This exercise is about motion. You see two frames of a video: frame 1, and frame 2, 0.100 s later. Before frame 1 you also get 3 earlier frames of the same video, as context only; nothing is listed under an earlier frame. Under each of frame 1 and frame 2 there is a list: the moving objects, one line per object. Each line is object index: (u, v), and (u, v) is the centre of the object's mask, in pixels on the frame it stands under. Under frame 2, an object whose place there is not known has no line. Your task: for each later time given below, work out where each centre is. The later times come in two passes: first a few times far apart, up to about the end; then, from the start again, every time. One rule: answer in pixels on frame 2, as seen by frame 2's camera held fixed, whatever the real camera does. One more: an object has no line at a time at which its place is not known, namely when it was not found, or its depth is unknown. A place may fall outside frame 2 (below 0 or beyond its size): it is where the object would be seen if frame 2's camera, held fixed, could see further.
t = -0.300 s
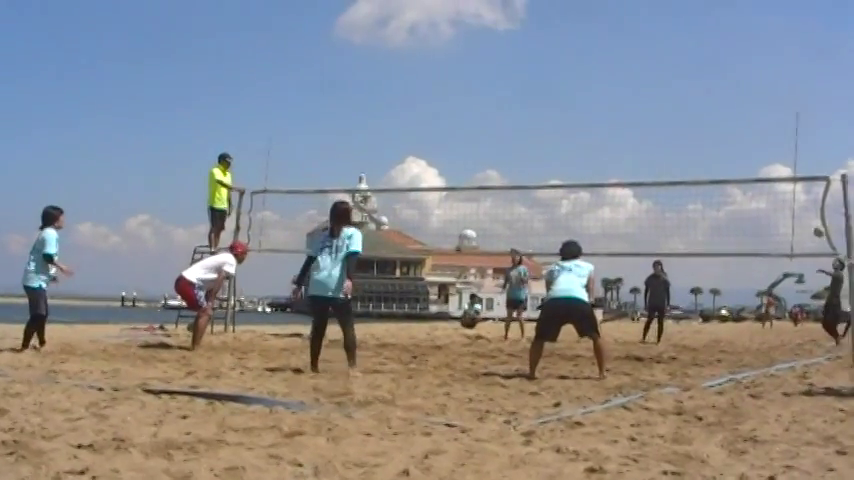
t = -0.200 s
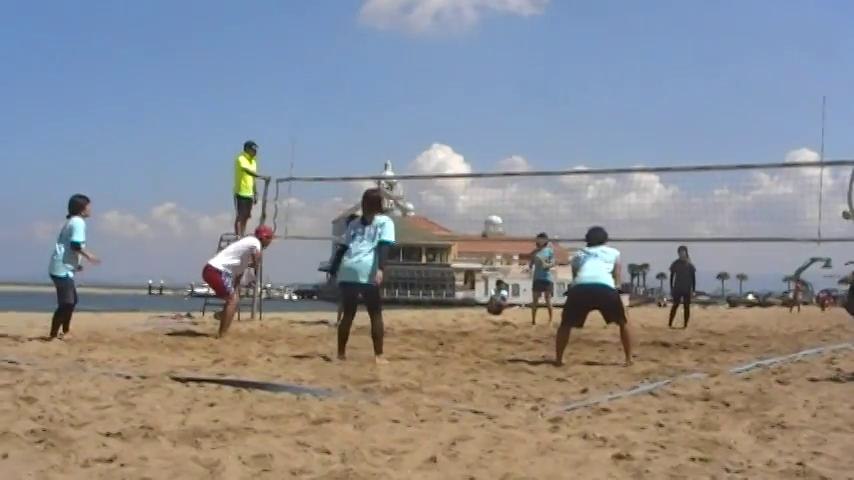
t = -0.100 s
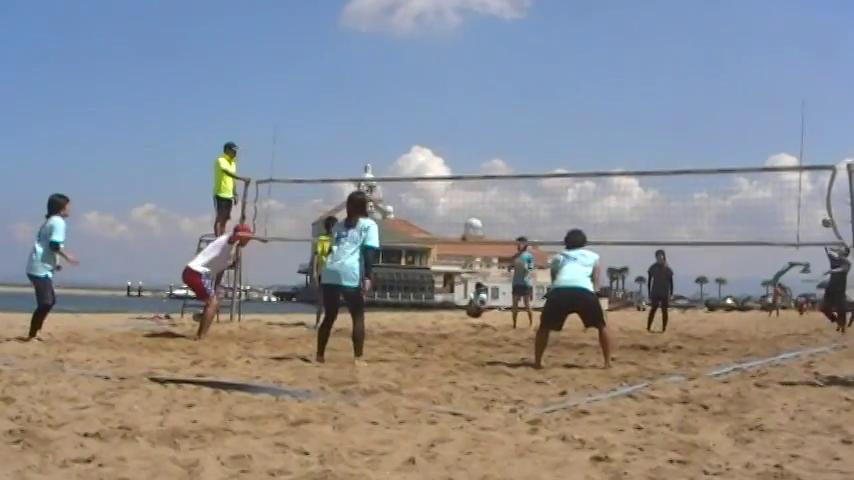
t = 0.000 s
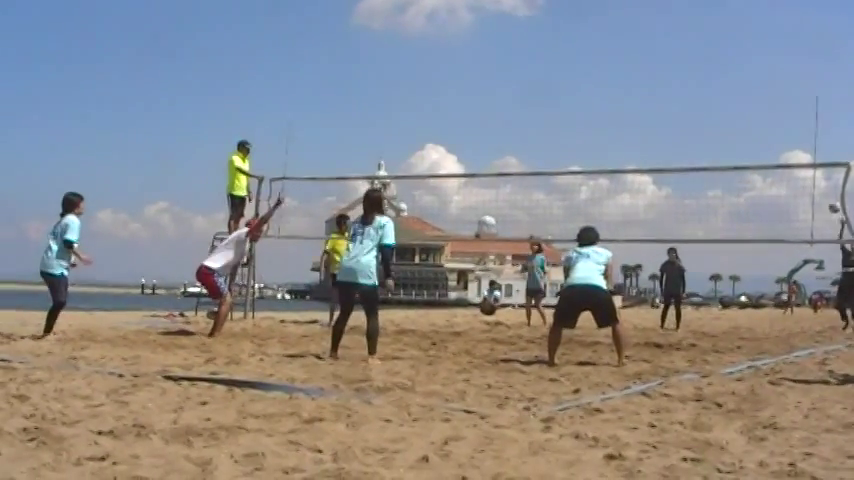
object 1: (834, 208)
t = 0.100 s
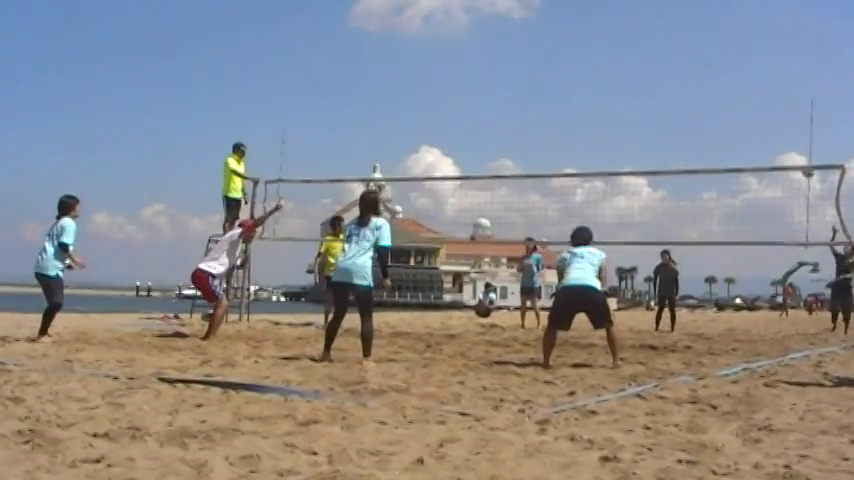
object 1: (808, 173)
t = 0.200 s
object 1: (786, 138)
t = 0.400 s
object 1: (741, 79)
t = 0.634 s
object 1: (690, 36)
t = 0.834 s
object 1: (648, 22)
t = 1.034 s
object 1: (600, 35)
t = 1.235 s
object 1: (547, 80)
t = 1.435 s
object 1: (490, 161)
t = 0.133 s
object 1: (800, 160)
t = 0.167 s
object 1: (793, 148)
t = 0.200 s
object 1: (786, 138)
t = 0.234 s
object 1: (778, 127)
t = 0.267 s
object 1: (770, 117)
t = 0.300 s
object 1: (763, 107)
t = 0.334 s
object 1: (755, 98)
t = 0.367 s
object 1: (748, 87)
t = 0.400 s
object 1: (741, 79)
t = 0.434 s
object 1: (733, 71)
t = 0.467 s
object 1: (726, 64)
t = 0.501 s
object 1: (718, 57)
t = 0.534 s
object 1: (710, 50)
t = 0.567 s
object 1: (704, 45)
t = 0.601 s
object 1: (697, 40)
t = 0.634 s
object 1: (690, 36)
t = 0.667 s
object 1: (683, 32)
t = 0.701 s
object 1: (676, 28)
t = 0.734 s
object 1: (669, 26)
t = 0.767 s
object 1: (662, 24)
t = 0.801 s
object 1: (655, 23)
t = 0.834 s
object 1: (648, 22)
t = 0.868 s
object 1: (640, 22)
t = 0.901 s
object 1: (632, 23)
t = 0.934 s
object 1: (624, 25)
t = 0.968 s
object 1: (616, 27)
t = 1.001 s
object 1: (608, 31)
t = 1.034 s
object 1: (600, 35)
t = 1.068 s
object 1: (592, 41)
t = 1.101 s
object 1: (583, 46)
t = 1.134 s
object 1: (575, 54)
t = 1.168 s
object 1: (566, 62)
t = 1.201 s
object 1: (556, 71)
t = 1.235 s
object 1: (547, 80)
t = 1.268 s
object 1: (538, 91)
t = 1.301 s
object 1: (528, 102)
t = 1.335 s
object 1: (518, 116)
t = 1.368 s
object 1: (509, 130)
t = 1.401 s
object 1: (499, 145)
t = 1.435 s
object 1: (490, 161)
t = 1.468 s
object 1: (481, 180)
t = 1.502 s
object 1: (469, 200)
